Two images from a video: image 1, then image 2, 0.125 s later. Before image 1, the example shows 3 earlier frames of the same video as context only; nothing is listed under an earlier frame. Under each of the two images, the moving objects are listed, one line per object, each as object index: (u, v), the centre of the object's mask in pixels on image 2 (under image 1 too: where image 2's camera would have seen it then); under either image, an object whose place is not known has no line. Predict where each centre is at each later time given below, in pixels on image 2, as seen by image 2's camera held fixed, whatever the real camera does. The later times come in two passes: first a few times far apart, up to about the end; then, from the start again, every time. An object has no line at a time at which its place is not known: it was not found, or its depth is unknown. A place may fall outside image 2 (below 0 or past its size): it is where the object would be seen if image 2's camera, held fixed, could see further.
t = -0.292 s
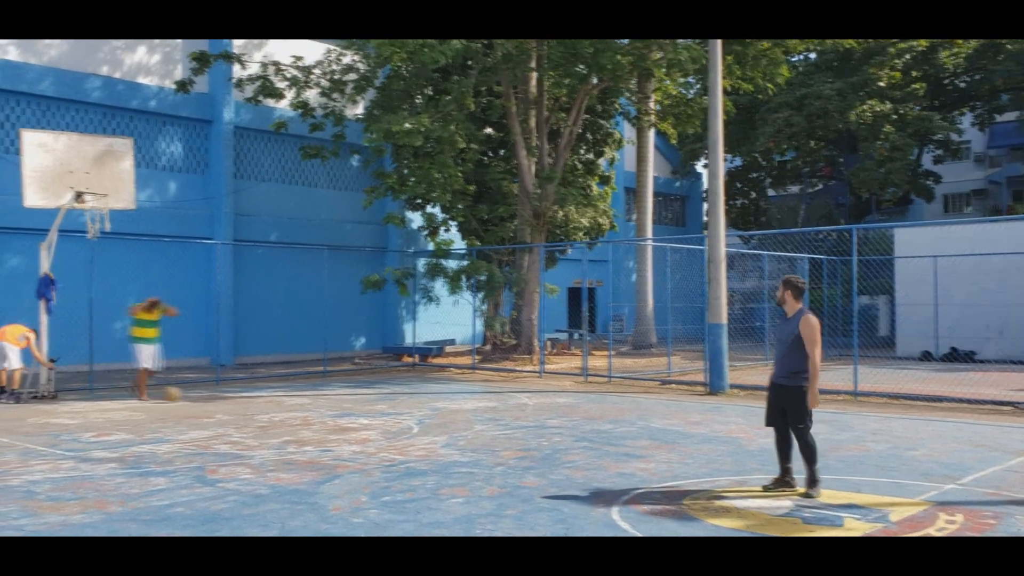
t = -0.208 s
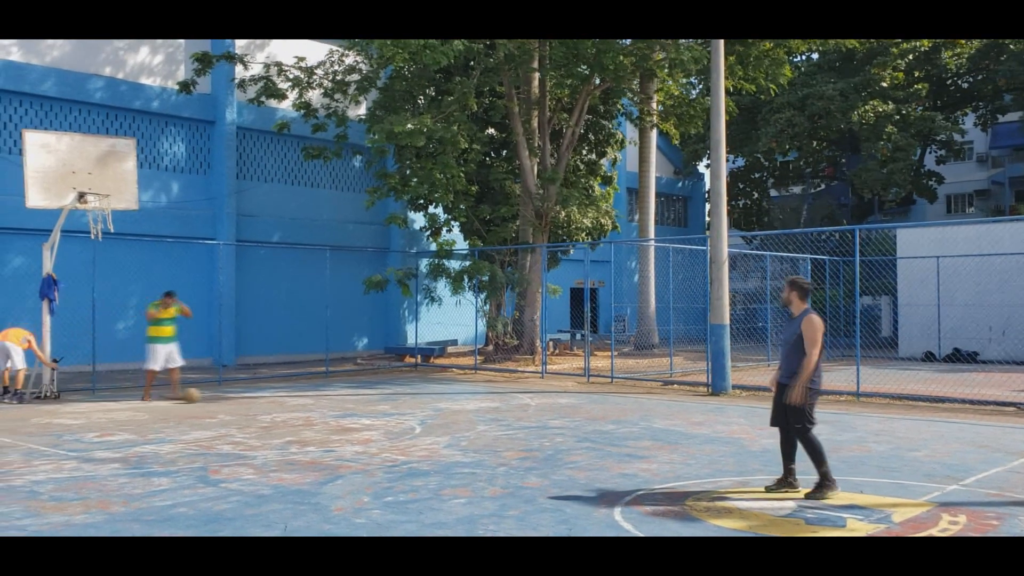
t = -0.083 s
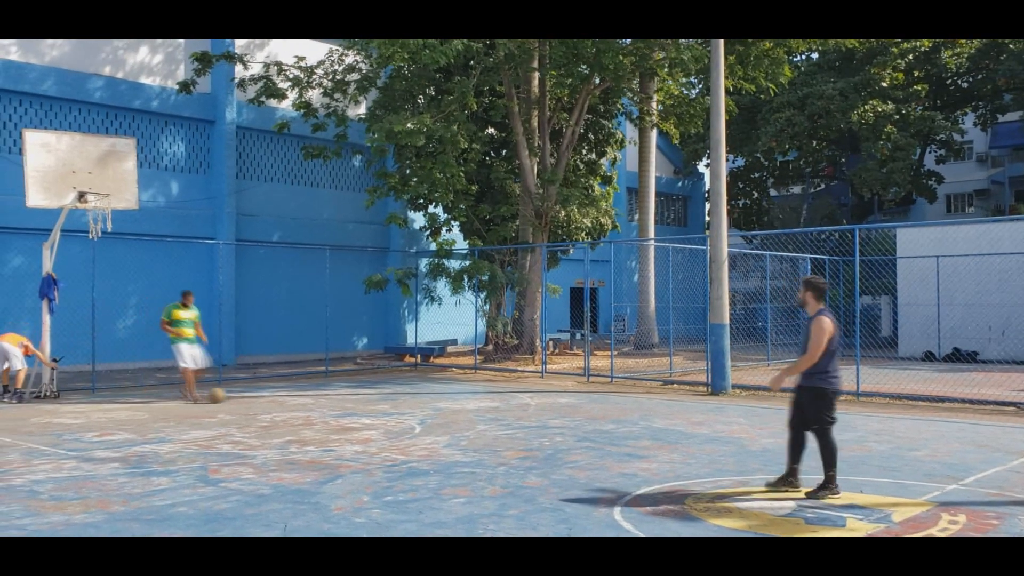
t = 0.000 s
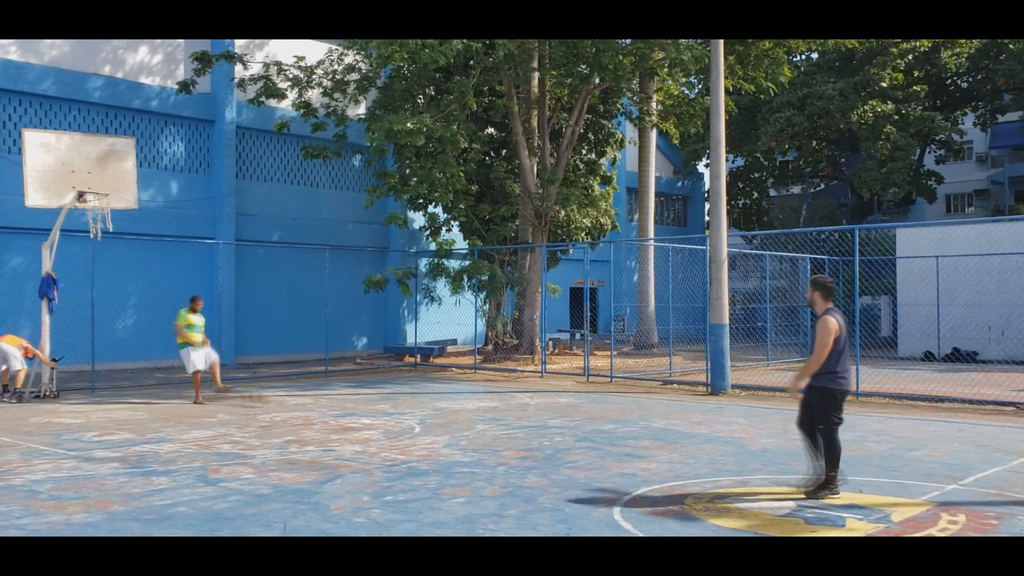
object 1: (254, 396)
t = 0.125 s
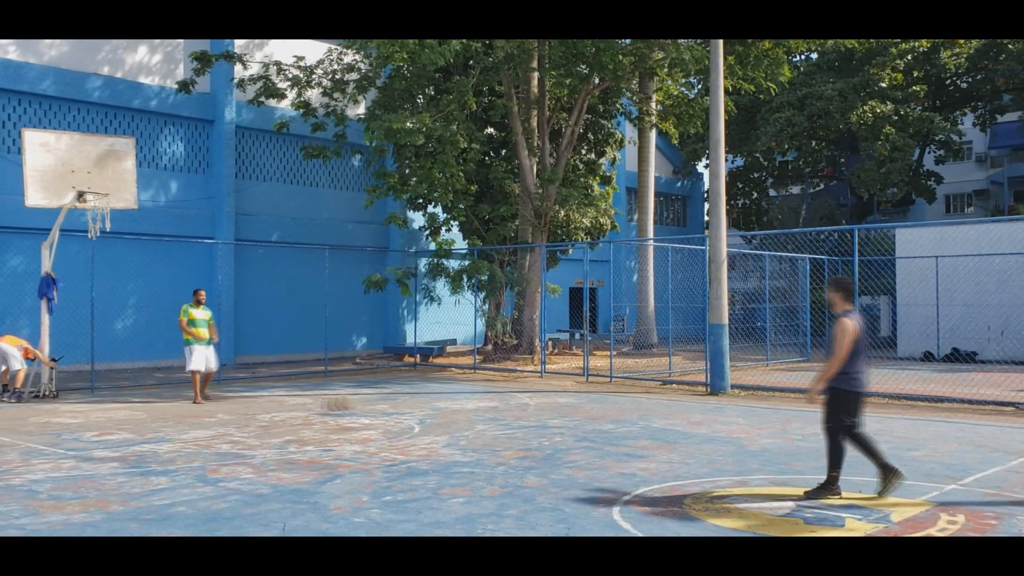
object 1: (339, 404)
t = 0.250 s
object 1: (418, 411)
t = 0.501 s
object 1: (617, 434)
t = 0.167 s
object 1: (363, 404)
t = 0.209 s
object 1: (388, 408)
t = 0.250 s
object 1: (418, 411)
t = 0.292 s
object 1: (450, 415)
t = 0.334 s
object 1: (475, 419)
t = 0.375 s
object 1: (507, 422)
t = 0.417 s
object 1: (546, 427)
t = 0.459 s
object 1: (579, 429)
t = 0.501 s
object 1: (617, 434)
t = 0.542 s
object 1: (653, 439)
